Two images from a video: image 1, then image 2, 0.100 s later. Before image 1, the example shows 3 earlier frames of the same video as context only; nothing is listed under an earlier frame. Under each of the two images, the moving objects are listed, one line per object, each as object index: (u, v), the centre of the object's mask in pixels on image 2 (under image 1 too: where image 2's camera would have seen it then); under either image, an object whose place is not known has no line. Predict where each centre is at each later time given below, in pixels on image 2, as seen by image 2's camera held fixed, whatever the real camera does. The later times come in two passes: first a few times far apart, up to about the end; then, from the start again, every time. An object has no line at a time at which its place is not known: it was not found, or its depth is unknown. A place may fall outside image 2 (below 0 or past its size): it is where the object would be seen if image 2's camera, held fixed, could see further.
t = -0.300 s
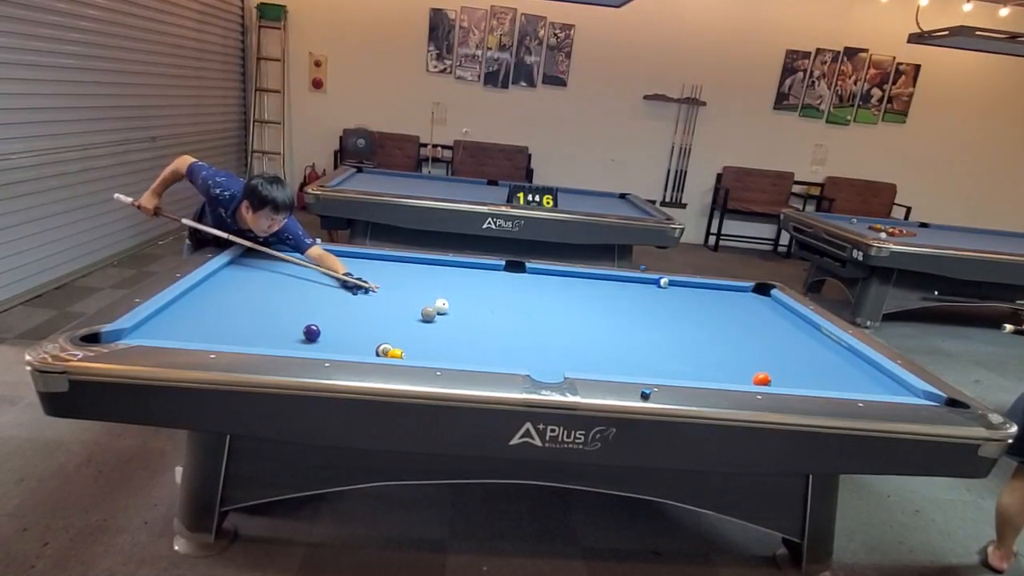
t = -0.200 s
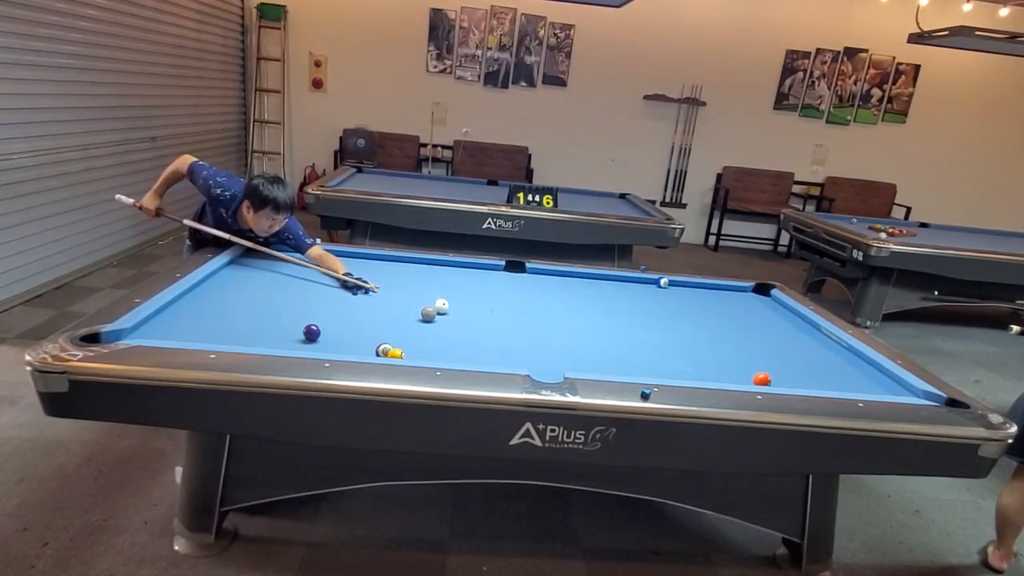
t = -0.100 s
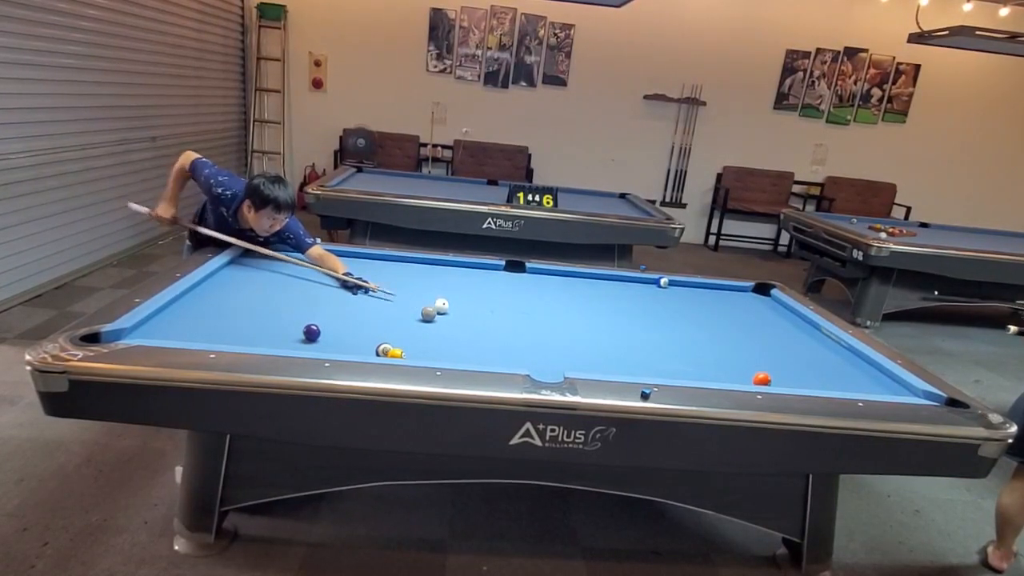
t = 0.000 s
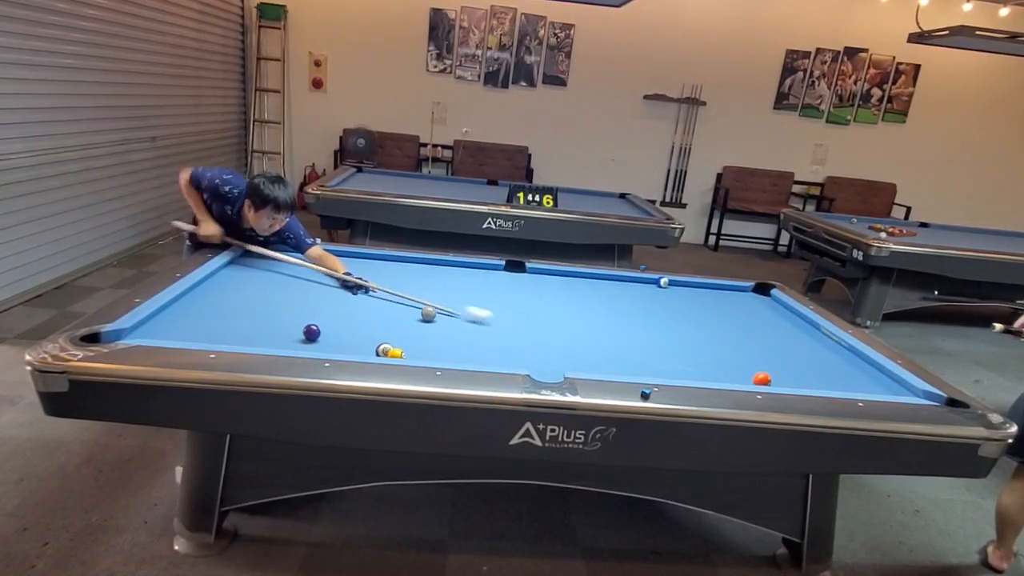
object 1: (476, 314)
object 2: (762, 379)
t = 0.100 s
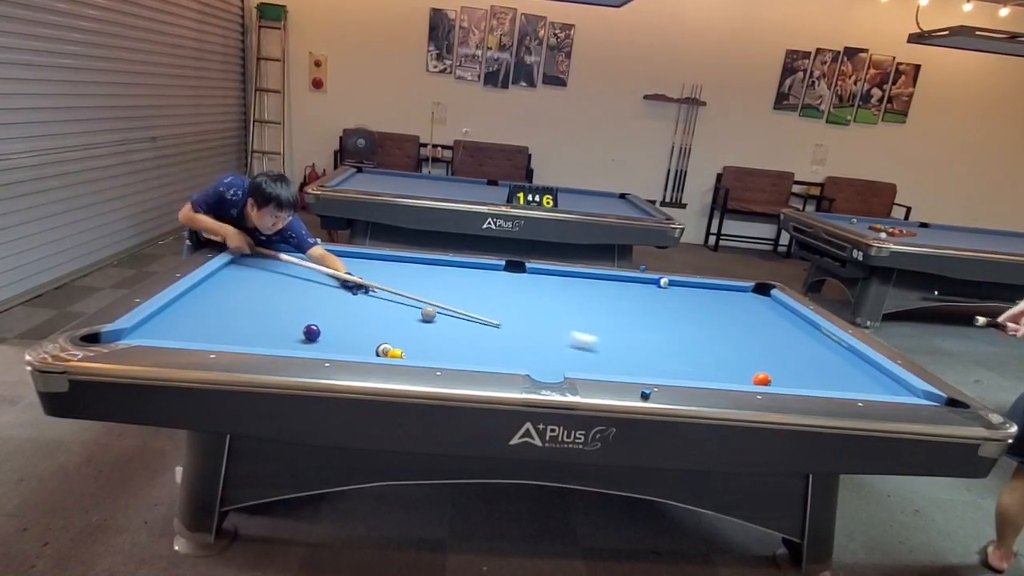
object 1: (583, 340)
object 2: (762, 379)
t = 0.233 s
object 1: (731, 374)
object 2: (762, 379)
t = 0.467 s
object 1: (720, 370)
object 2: (930, 397)
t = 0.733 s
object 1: (683, 350)
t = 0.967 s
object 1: (655, 336)
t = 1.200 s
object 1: (629, 323)
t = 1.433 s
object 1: (608, 312)
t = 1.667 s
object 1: (589, 302)
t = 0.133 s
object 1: (619, 349)
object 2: (762, 379)
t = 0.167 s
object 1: (656, 358)
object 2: (762, 379)
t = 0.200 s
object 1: (694, 367)
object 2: (762, 379)
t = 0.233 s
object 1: (731, 374)
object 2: (762, 379)
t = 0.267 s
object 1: (748, 379)
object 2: (784, 381)
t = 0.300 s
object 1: (747, 379)
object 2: (818, 384)
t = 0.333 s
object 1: (741, 377)
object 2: (849, 388)
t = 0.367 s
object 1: (735, 376)
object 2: (880, 390)
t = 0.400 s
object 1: (730, 374)
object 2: (905, 392)
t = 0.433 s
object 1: (725, 372)
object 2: (925, 395)
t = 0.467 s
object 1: (720, 370)
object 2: (930, 397)
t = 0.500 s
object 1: (715, 367)
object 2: (933, 398)
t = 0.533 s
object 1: (710, 365)
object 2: (938, 399)
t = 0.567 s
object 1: (705, 362)
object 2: (942, 401)
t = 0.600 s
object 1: (701, 359)
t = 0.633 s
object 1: (696, 357)
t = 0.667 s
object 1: (691, 355)
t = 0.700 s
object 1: (687, 352)
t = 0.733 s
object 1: (683, 350)
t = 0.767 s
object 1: (678, 348)
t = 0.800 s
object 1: (674, 346)
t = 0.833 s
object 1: (670, 344)
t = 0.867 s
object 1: (666, 342)
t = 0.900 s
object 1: (662, 340)
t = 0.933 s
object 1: (658, 338)
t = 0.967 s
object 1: (655, 336)
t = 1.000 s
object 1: (651, 334)
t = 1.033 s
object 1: (647, 332)
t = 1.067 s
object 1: (644, 330)
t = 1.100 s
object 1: (640, 328)
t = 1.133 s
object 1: (637, 327)
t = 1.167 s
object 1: (633, 325)
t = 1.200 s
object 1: (629, 323)
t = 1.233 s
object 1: (627, 322)
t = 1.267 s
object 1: (623, 320)
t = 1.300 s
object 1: (621, 318)
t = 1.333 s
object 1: (618, 317)
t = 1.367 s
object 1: (614, 315)
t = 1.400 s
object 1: (611, 314)
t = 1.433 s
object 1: (608, 312)
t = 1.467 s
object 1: (606, 311)
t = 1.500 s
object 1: (602, 309)
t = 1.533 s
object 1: (600, 308)
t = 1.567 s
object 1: (597, 306)
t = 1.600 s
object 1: (595, 305)
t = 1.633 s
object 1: (591, 304)
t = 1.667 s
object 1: (589, 302)
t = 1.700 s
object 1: (586, 301)
